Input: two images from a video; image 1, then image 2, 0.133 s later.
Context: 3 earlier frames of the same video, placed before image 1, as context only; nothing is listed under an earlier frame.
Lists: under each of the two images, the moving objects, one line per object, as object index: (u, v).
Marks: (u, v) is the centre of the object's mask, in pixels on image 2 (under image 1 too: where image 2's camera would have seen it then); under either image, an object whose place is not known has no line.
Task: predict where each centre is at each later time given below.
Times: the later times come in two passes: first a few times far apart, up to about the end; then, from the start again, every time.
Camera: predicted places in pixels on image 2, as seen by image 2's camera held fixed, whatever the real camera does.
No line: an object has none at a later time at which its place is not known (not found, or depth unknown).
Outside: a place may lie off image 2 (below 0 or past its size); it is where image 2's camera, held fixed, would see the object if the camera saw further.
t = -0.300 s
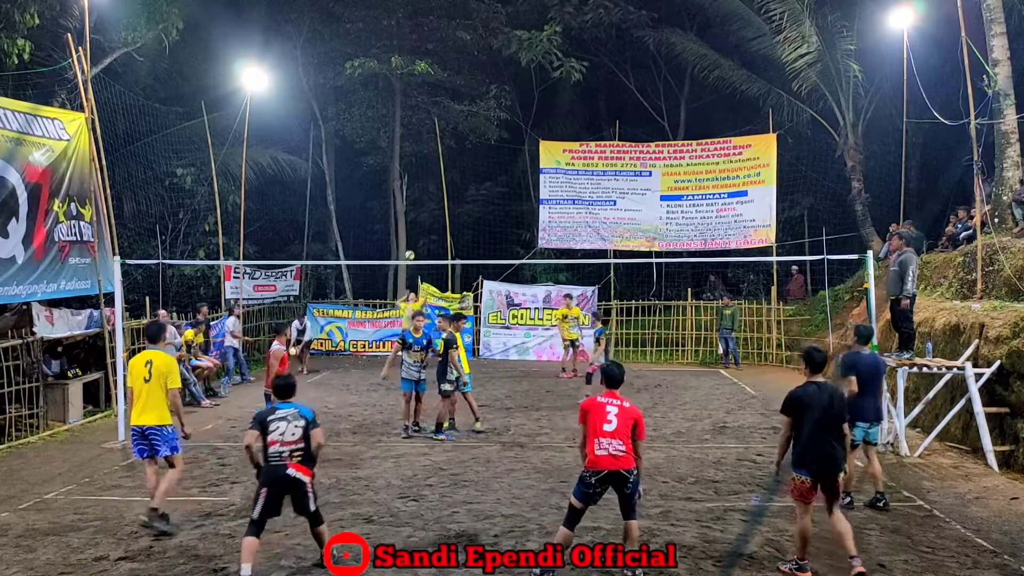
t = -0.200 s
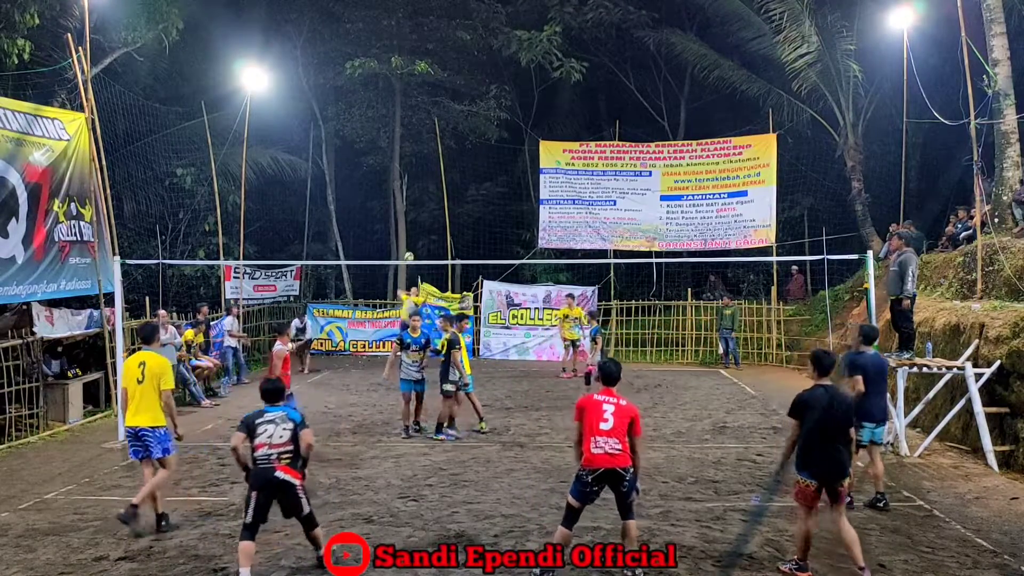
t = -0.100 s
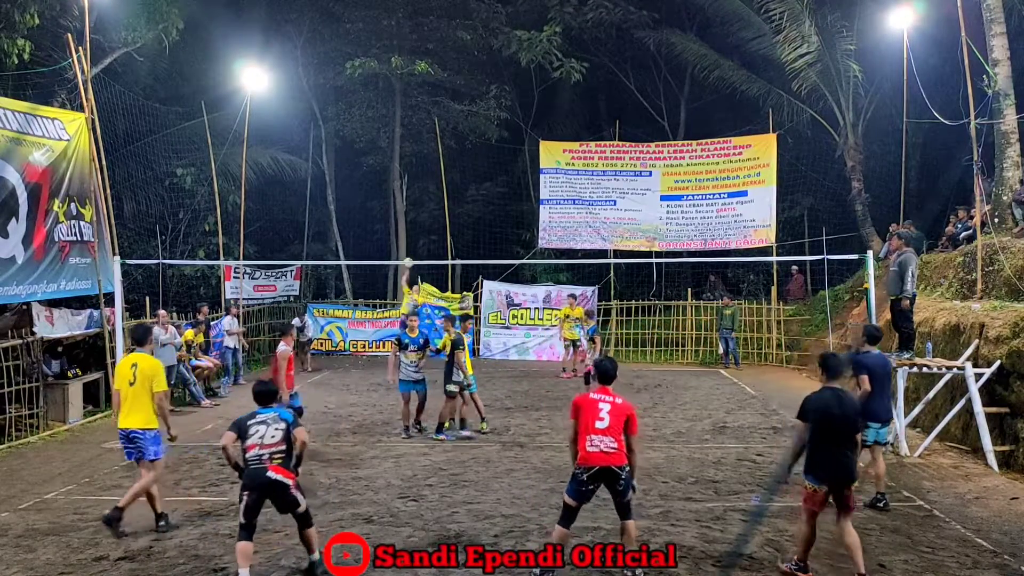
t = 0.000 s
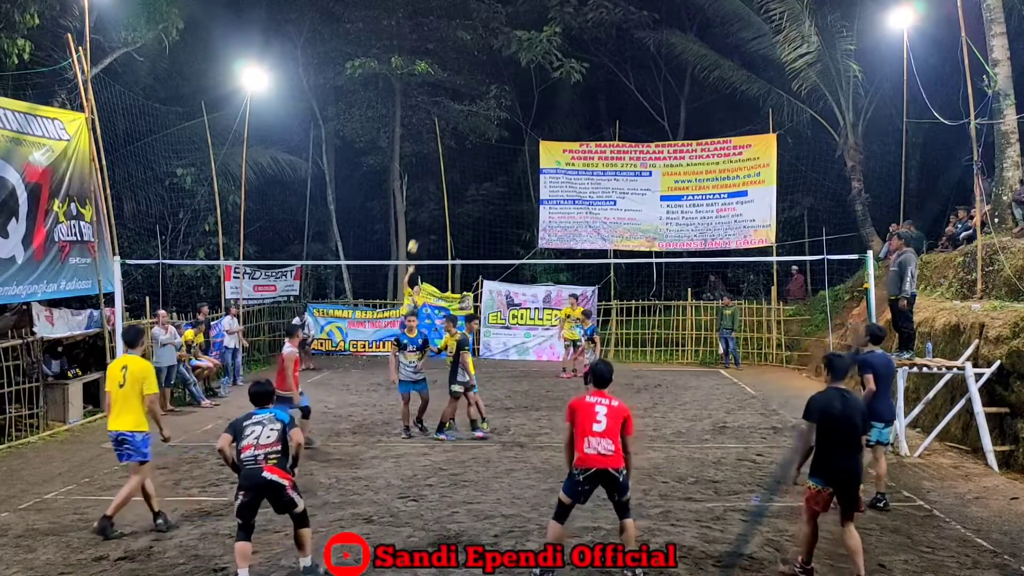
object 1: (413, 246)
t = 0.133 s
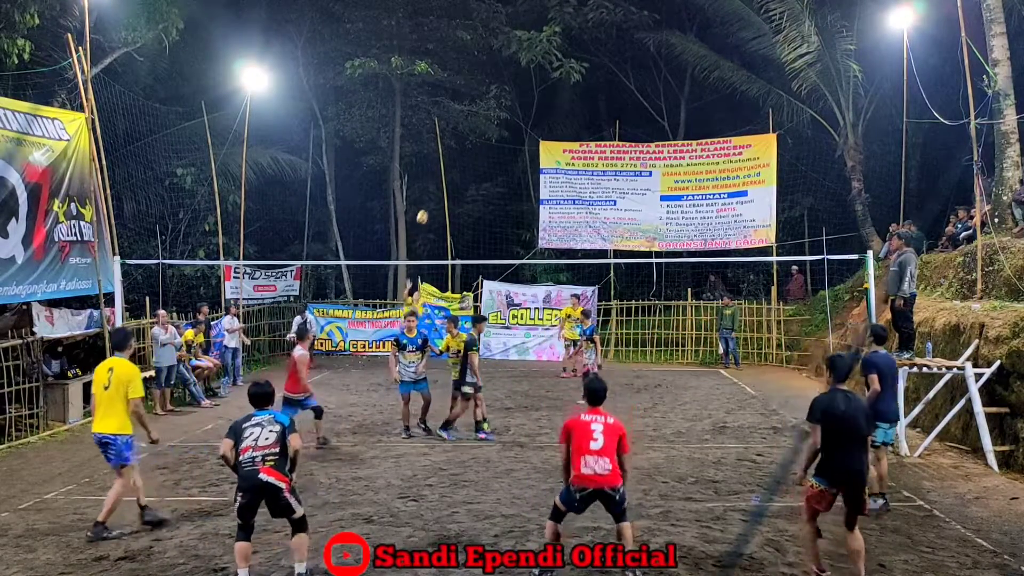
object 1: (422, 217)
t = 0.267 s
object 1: (434, 192)
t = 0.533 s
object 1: (465, 159)
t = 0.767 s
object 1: (498, 159)
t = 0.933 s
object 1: (527, 183)
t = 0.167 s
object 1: (425, 210)
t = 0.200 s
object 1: (428, 204)
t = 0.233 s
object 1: (431, 198)
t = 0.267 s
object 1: (434, 192)
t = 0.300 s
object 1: (437, 186)
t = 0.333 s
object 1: (441, 181)
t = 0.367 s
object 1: (444, 176)
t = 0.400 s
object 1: (448, 171)
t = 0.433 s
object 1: (452, 167)
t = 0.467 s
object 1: (456, 164)
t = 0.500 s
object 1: (460, 161)
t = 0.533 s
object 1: (465, 159)
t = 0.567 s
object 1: (469, 157)
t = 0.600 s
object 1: (474, 156)
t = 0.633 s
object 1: (478, 155)
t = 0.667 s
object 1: (482, 155)
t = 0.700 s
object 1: (488, 156)
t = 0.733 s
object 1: (493, 157)
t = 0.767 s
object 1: (498, 159)
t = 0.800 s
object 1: (503, 162)
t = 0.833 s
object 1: (509, 166)
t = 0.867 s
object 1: (515, 170)
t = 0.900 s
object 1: (521, 176)
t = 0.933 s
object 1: (527, 183)
